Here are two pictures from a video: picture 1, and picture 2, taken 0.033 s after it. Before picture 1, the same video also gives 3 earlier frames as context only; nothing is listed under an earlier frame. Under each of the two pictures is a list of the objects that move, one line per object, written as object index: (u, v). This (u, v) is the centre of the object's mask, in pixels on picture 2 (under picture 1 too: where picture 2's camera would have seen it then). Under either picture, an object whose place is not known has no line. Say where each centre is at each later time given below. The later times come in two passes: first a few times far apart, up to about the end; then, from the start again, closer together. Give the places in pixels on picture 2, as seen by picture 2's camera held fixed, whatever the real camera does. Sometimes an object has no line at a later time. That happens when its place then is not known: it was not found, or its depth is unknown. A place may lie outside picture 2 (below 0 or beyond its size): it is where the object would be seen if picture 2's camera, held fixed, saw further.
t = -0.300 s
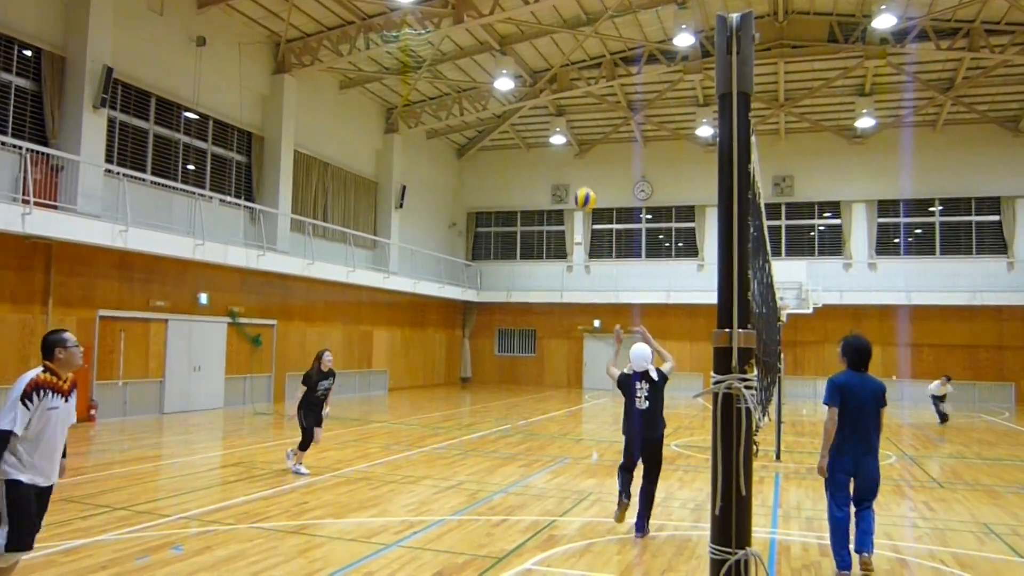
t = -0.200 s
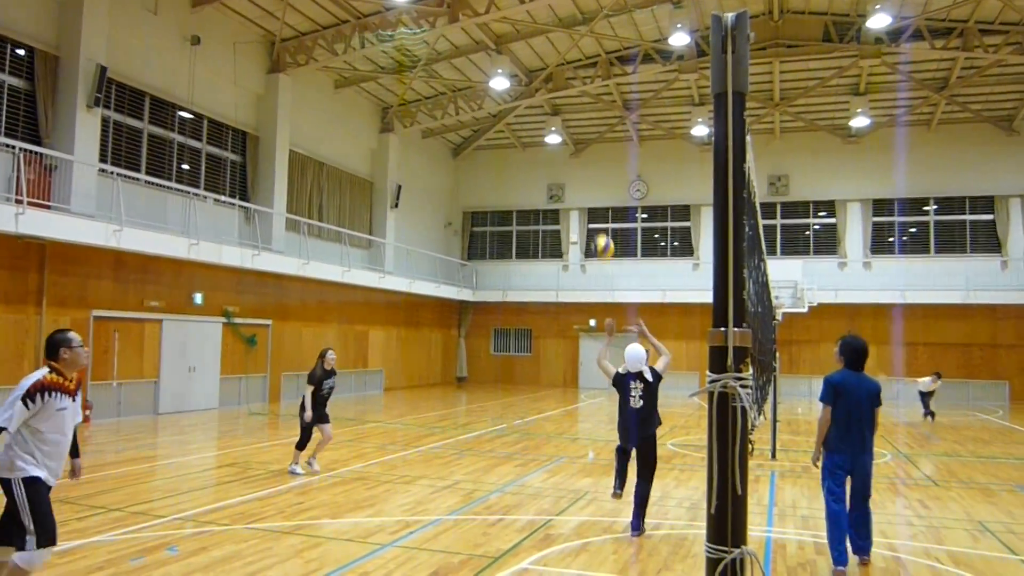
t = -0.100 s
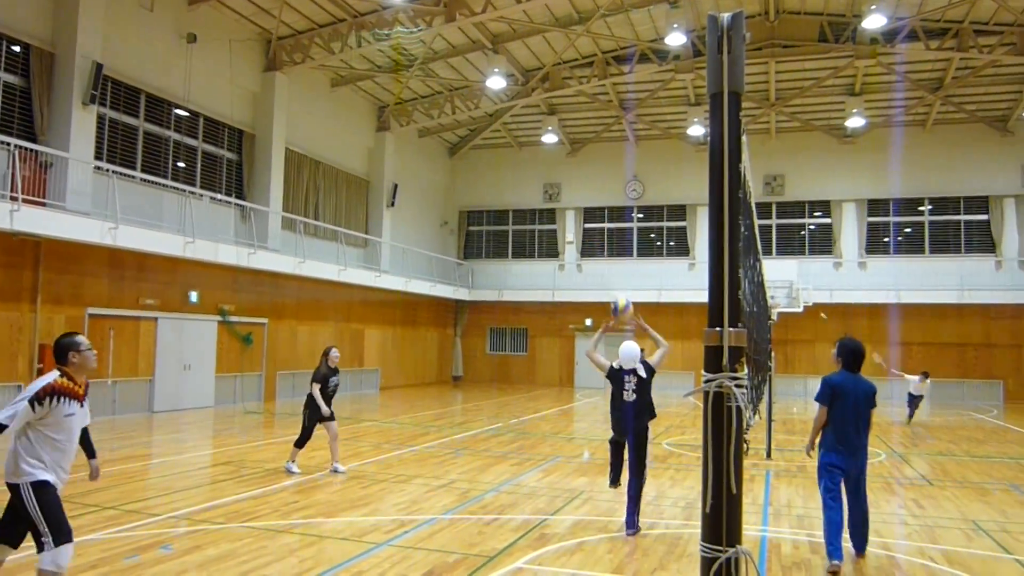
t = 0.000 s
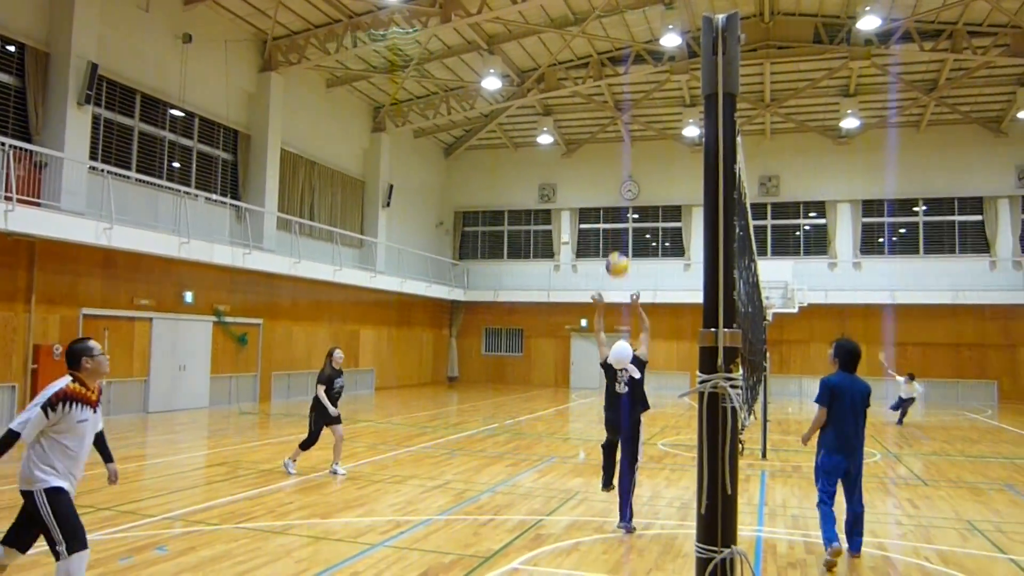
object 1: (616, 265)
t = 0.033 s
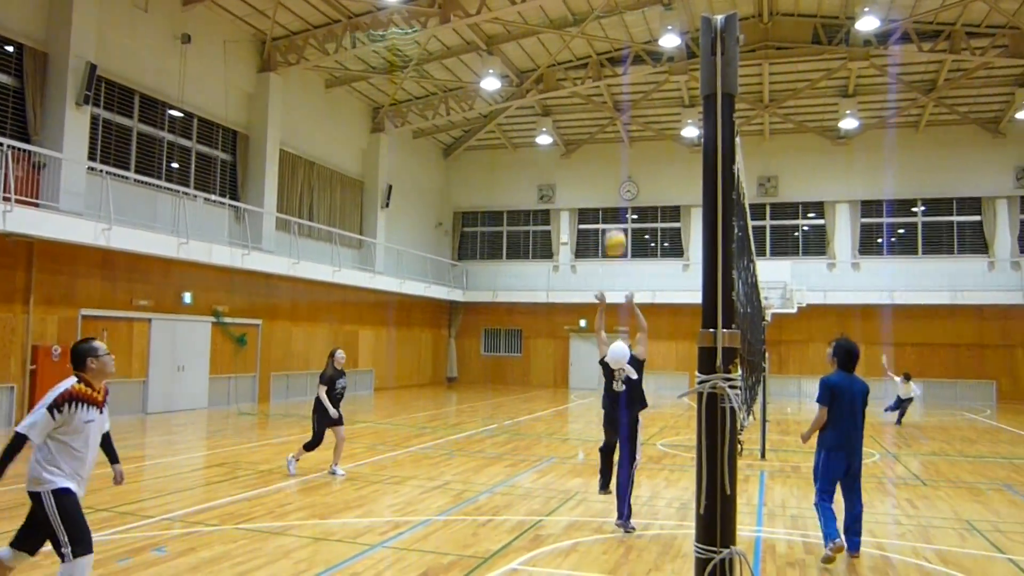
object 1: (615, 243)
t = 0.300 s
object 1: (596, 71)
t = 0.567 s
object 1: (575, -27)
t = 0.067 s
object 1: (613, 217)
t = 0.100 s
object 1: (610, 191)
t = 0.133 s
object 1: (609, 169)
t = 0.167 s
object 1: (607, 146)
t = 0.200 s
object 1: (604, 126)
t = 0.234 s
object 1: (600, 107)
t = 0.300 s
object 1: (596, 71)
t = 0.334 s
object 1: (594, 54)
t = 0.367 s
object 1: (591, 38)
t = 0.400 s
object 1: (589, 23)
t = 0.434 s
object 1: (586, 10)
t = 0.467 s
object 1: (583, -2)
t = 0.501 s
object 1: (580, -14)
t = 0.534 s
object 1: (578, -21)
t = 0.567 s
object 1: (575, -27)
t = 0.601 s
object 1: (572, -32)
